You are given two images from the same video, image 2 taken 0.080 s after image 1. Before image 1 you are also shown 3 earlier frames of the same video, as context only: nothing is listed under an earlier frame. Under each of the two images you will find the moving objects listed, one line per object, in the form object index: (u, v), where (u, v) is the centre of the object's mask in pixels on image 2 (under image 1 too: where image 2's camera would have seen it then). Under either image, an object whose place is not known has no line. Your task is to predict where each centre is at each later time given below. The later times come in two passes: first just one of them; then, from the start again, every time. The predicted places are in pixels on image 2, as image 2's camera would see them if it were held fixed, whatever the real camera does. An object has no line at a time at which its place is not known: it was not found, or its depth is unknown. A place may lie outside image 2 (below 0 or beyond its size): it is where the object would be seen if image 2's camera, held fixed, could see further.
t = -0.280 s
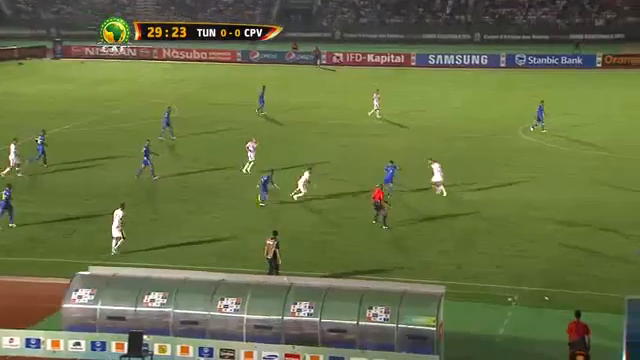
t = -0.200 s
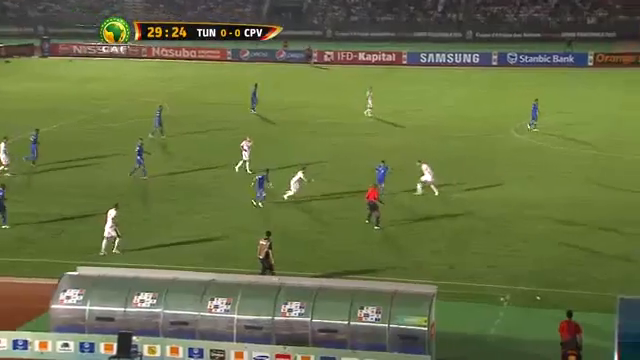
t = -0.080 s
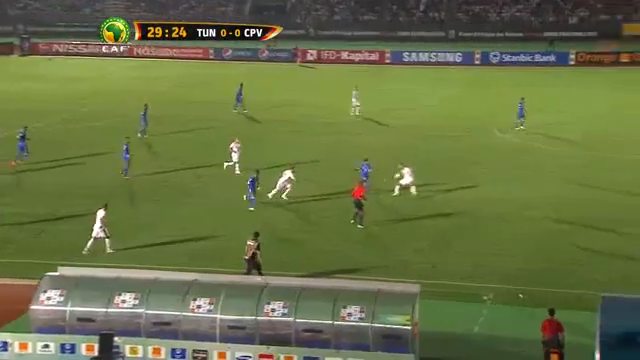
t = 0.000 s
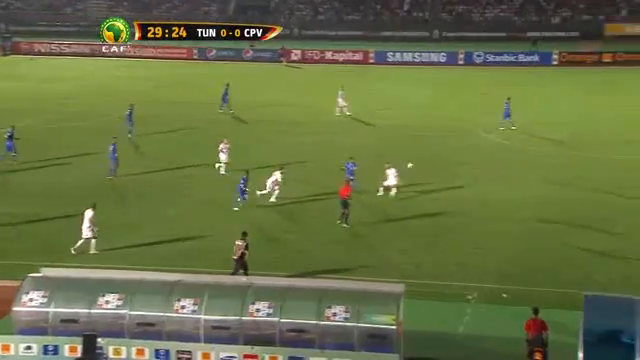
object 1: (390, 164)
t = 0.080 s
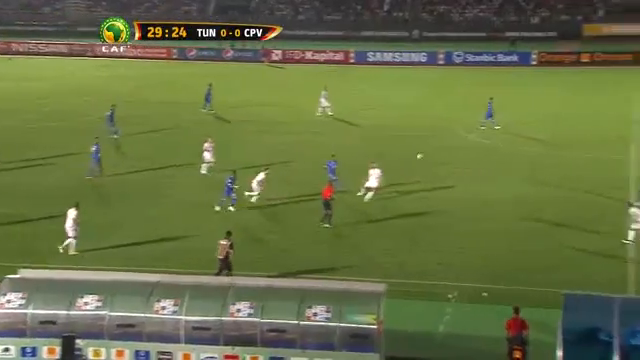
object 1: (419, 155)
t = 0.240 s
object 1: (474, 142)
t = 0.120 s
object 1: (433, 152)
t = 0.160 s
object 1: (446, 148)
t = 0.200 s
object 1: (460, 146)
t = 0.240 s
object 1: (474, 142)
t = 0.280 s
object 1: (488, 140)
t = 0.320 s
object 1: (502, 138)
